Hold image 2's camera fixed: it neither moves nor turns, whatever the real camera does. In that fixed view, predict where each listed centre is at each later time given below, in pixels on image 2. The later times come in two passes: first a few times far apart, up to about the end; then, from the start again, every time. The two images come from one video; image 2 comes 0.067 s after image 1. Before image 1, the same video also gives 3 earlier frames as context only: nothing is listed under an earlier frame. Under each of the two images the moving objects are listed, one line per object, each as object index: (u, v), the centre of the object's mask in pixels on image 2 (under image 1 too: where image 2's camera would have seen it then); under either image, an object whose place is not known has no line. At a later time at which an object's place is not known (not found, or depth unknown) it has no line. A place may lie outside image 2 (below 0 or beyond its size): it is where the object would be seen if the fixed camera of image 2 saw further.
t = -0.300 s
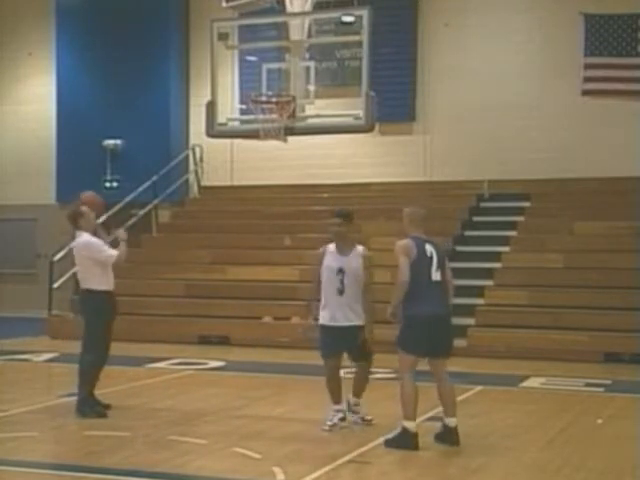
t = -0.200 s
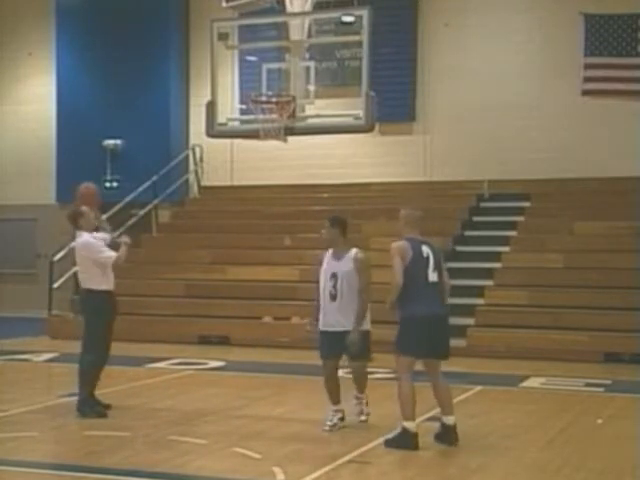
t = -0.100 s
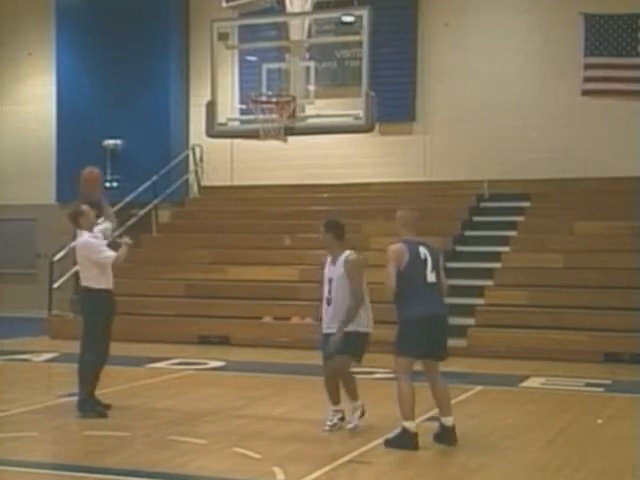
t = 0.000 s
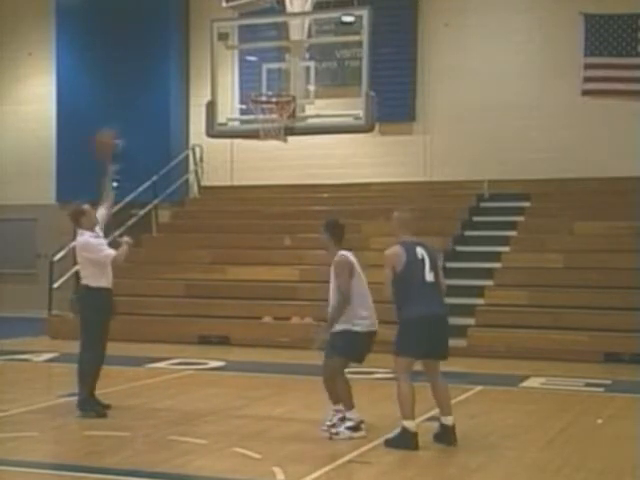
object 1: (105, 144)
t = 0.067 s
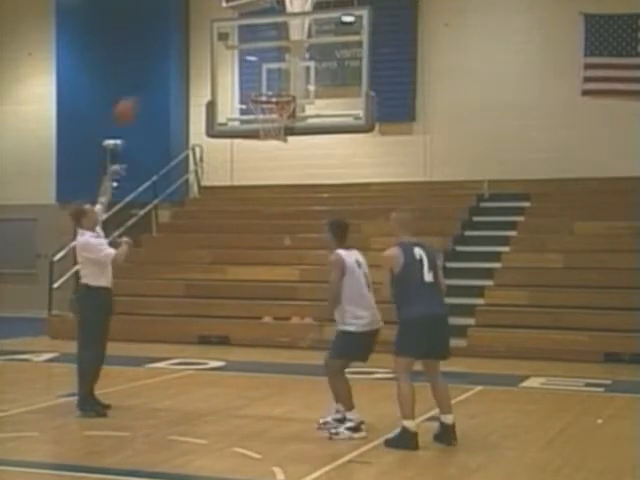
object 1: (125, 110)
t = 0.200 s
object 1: (163, 65)
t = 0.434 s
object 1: (227, 34)
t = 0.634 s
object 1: (269, 41)
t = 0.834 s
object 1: (270, 81)
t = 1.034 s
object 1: (259, 68)
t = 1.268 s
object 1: (243, 99)
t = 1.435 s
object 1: (232, 156)
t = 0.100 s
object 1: (134, 98)
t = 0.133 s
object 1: (145, 86)
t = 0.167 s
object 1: (154, 75)
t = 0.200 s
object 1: (163, 65)
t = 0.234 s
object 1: (173, 56)
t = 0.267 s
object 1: (184, 51)
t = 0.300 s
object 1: (192, 46)
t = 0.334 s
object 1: (202, 42)
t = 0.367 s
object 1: (212, 39)
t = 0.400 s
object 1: (219, 36)
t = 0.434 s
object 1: (227, 34)
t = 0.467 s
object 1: (230, 34)
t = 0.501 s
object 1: (245, 34)
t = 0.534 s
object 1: (251, 34)
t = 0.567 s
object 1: (261, 36)
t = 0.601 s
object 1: (268, 39)
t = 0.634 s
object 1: (269, 41)
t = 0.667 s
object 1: (271, 45)
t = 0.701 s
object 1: (269, 54)
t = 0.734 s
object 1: (271, 57)
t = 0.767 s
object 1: (270, 63)
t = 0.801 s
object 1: (270, 71)
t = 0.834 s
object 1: (270, 81)
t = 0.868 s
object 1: (269, 79)
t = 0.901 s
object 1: (267, 74)
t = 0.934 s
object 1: (265, 71)
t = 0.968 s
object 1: (263, 69)
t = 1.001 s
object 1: (262, 68)
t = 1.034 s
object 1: (259, 68)
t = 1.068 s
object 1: (257, 69)
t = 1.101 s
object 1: (253, 70)
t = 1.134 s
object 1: (252, 73)
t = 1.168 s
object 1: (250, 78)
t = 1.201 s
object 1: (247, 84)
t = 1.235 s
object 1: (245, 92)
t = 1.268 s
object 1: (243, 99)
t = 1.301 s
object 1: (241, 107)
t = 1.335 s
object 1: (238, 117)
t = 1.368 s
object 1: (234, 129)
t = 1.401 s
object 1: (234, 142)
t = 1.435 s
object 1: (232, 156)
